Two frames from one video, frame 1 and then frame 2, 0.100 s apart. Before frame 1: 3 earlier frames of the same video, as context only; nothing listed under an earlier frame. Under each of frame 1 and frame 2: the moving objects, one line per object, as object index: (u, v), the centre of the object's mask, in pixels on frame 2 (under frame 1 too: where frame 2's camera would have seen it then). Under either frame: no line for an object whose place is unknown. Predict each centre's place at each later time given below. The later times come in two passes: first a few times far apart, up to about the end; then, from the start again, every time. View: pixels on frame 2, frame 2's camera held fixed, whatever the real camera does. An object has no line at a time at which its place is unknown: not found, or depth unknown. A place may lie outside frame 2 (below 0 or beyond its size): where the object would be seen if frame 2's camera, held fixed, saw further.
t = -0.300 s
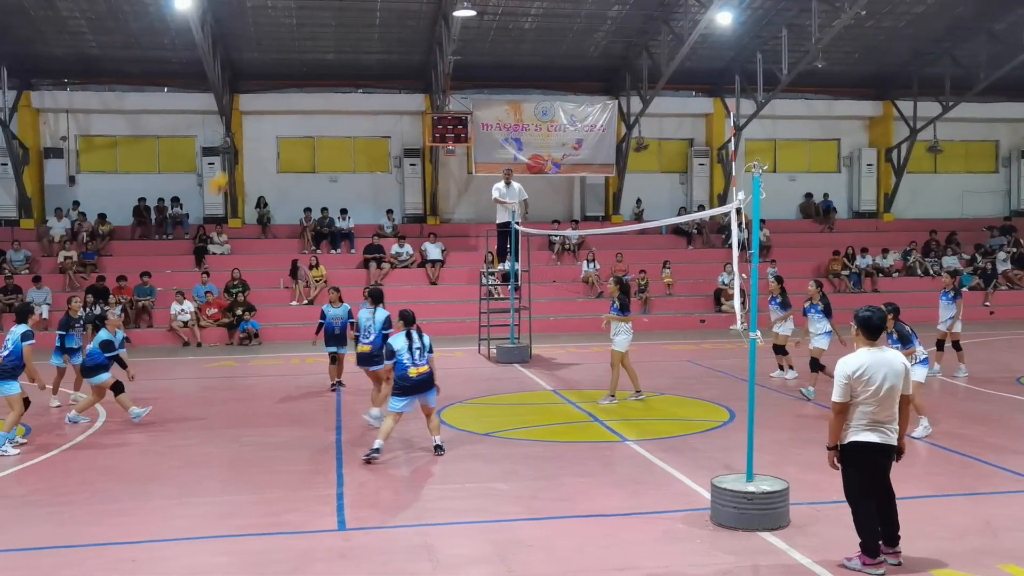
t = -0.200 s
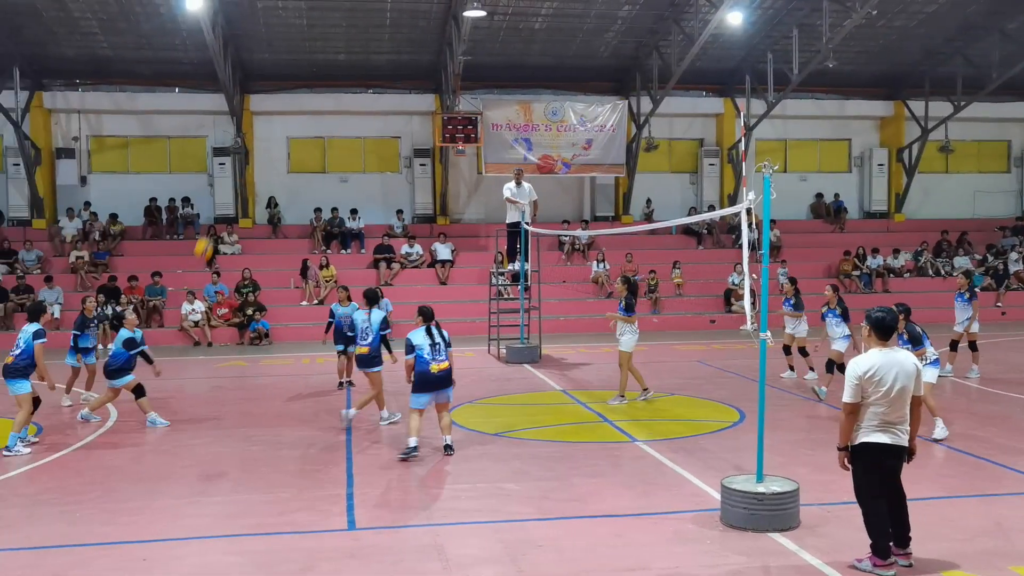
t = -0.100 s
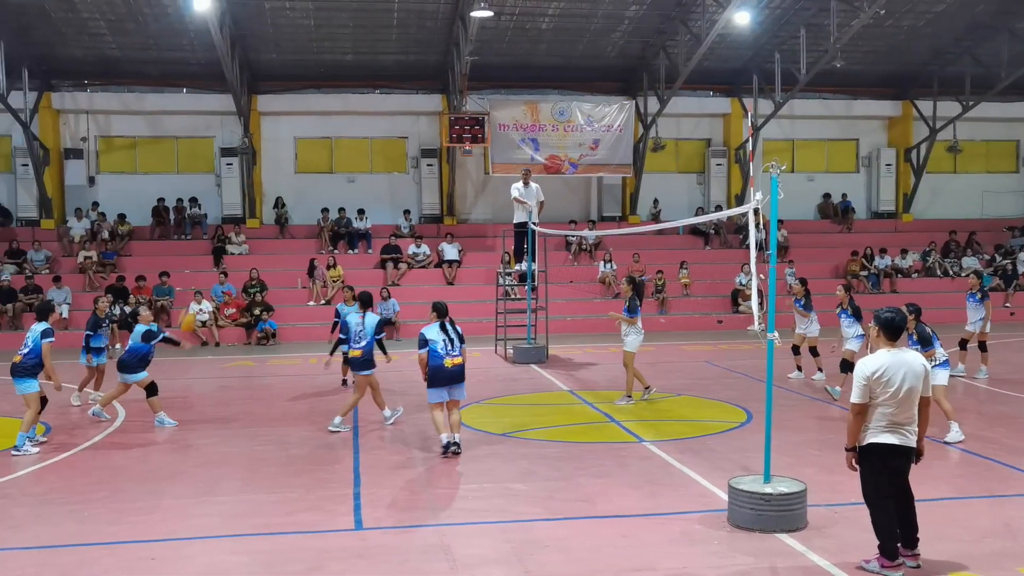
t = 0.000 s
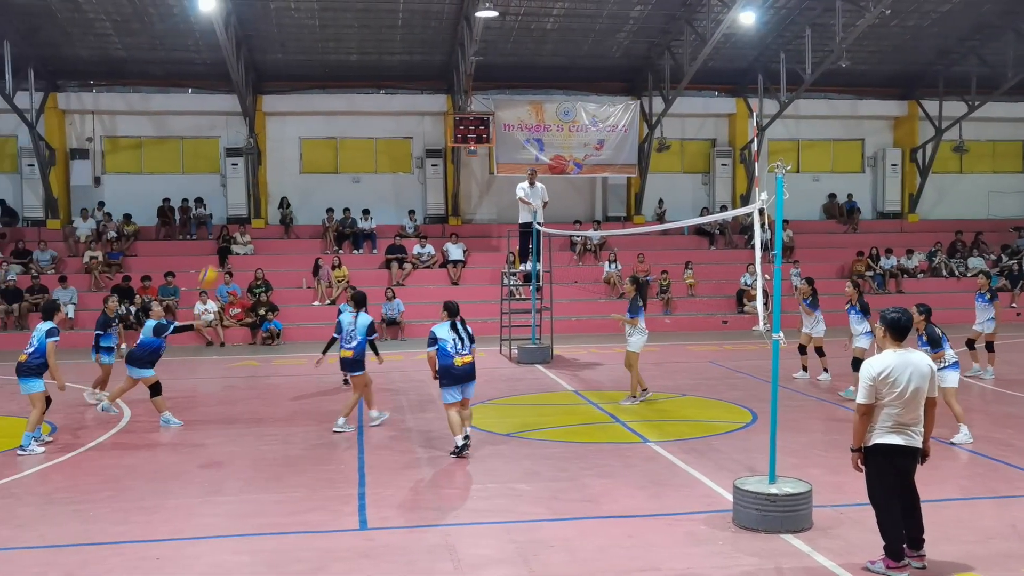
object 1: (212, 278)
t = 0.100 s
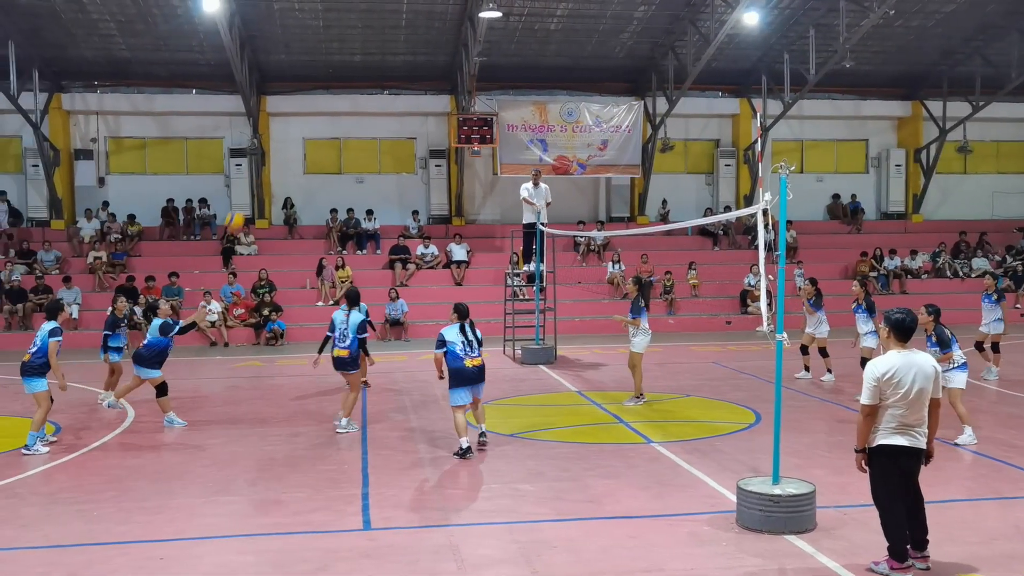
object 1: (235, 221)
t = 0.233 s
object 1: (264, 158)
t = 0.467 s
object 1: (318, 85)
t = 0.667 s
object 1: (365, 60)
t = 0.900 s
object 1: (418, 75)
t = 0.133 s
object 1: (242, 204)
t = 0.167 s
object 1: (250, 187)
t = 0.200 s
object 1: (257, 172)
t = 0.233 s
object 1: (264, 158)
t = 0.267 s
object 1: (271, 144)
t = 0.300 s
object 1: (279, 132)
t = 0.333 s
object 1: (287, 121)
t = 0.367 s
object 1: (295, 110)
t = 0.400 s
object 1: (303, 101)
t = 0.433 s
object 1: (310, 92)
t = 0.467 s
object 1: (318, 85)
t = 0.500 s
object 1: (326, 79)
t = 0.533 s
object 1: (333, 73)
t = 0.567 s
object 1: (341, 68)
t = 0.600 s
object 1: (349, 65)
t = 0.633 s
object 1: (357, 62)
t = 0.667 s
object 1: (365, 60)
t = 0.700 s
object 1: (372, 59)
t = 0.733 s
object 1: (380, 60)
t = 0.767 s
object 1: (388, 61)
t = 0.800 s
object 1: (395, 63)
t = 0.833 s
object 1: (403, 66)
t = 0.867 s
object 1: (411, 70)
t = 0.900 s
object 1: (418, 75)
